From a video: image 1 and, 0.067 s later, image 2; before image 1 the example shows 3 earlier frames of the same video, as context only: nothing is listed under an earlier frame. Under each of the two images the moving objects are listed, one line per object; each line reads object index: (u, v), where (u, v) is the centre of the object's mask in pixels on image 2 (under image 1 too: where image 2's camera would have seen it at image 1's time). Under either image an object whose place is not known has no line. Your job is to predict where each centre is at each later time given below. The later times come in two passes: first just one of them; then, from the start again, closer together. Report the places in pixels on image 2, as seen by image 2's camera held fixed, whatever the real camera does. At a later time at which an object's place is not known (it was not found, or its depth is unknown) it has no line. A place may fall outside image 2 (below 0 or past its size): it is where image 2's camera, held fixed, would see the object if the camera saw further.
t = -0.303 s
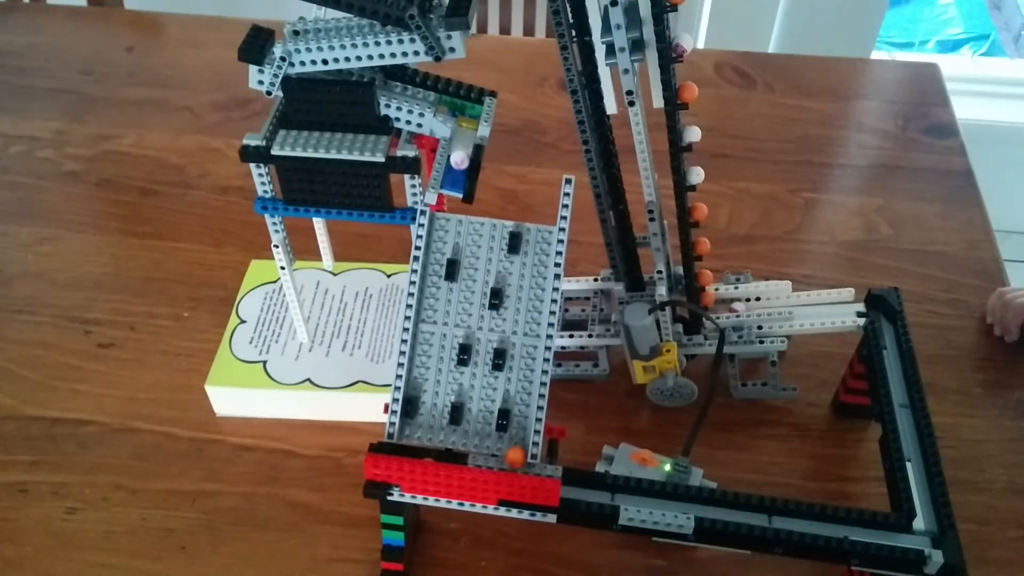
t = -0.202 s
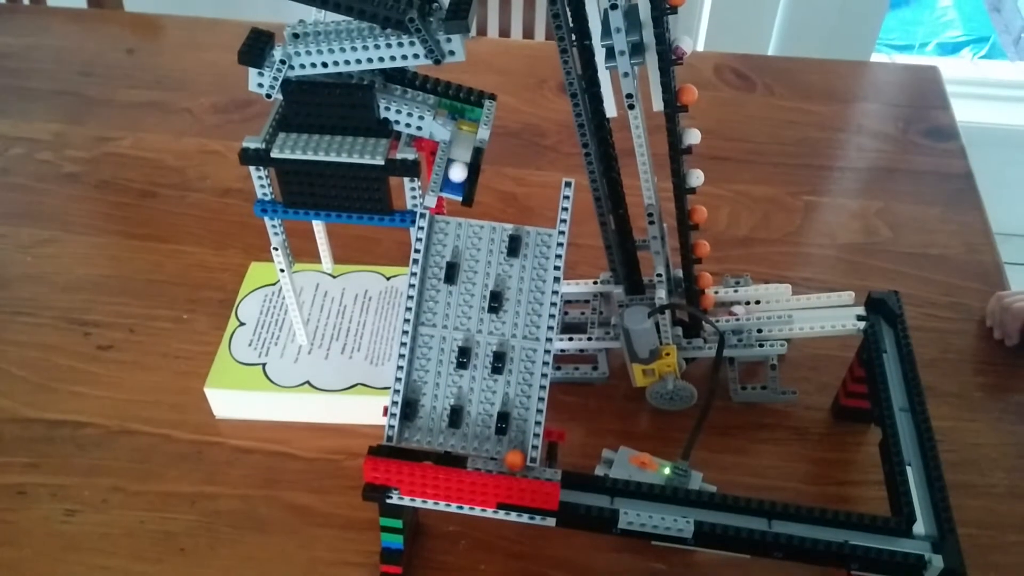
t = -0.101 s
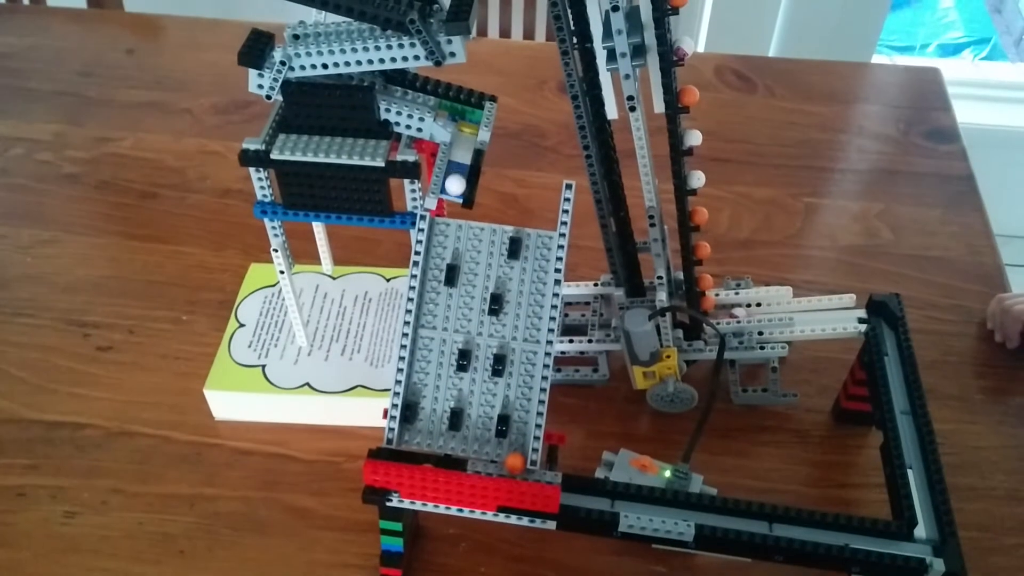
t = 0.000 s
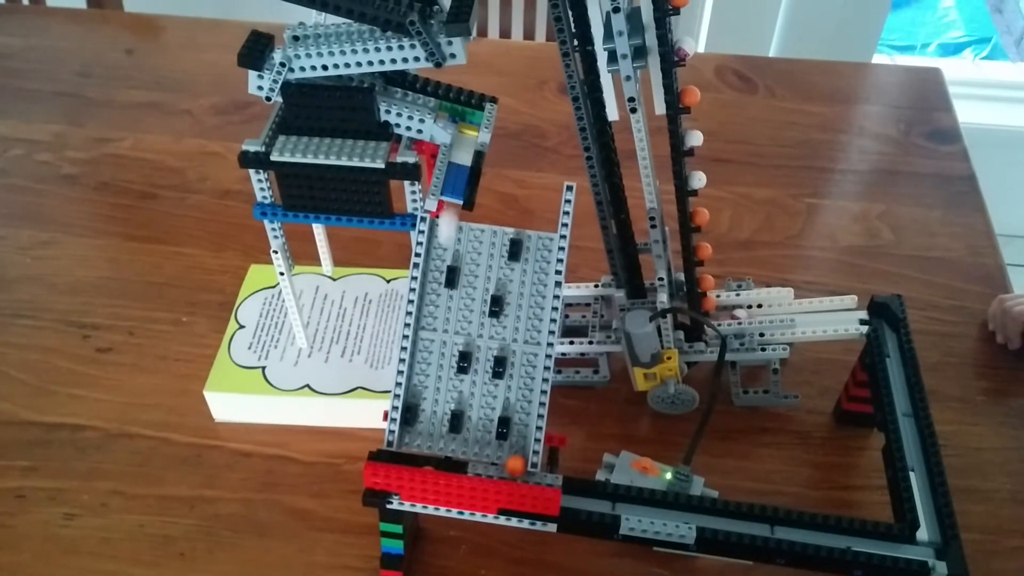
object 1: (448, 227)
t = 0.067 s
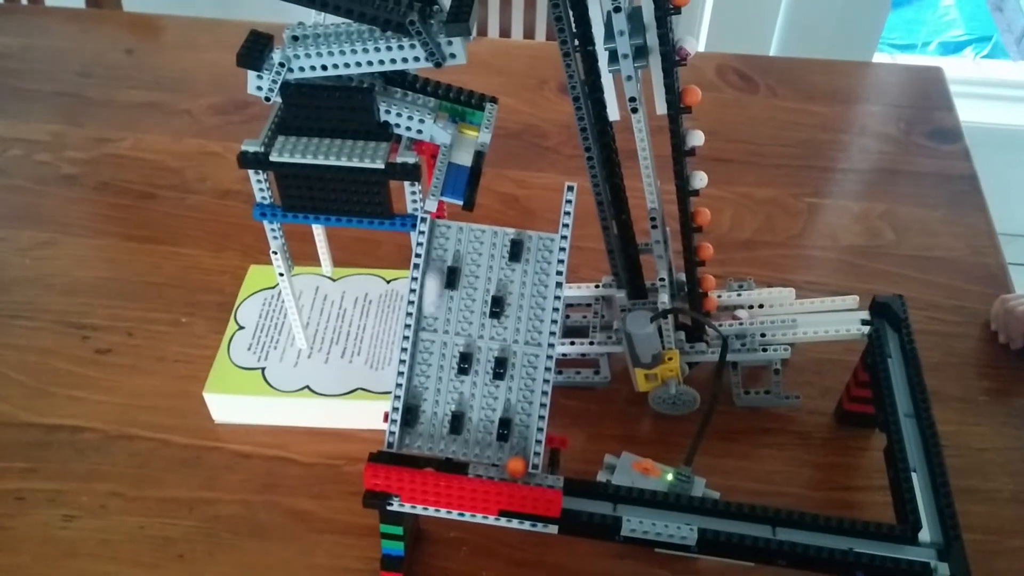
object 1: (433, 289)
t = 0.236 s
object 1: (458, 396)
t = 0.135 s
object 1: (425, 385)
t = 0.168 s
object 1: (445, 401)
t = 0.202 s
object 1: (453, 389)
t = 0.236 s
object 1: (458, 396)
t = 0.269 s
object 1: (462, 399)
